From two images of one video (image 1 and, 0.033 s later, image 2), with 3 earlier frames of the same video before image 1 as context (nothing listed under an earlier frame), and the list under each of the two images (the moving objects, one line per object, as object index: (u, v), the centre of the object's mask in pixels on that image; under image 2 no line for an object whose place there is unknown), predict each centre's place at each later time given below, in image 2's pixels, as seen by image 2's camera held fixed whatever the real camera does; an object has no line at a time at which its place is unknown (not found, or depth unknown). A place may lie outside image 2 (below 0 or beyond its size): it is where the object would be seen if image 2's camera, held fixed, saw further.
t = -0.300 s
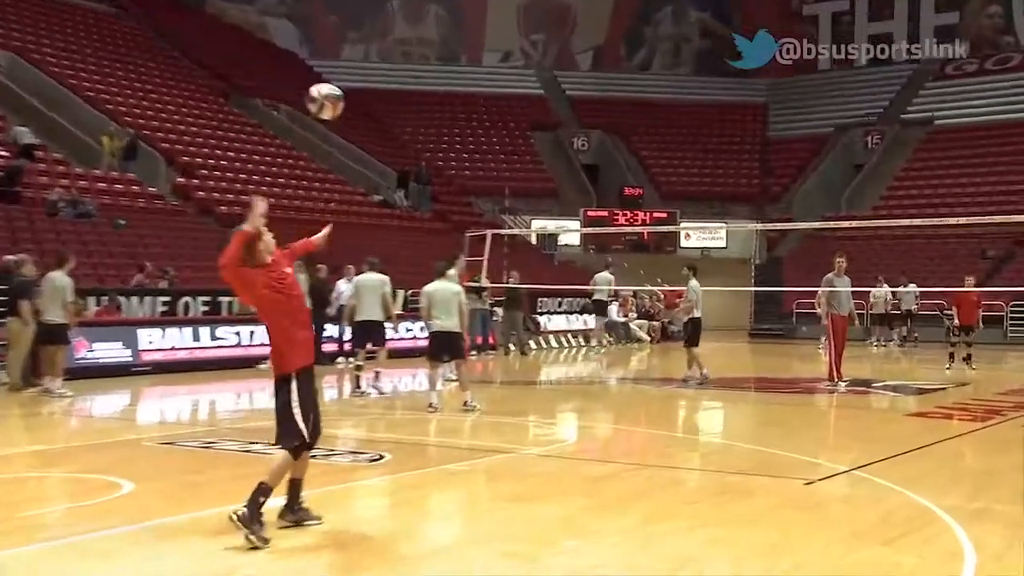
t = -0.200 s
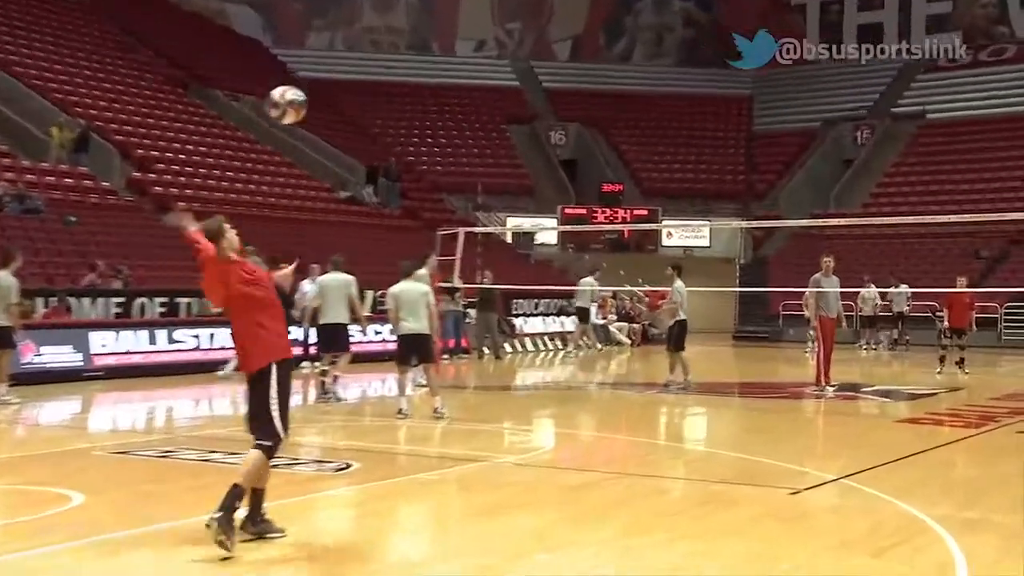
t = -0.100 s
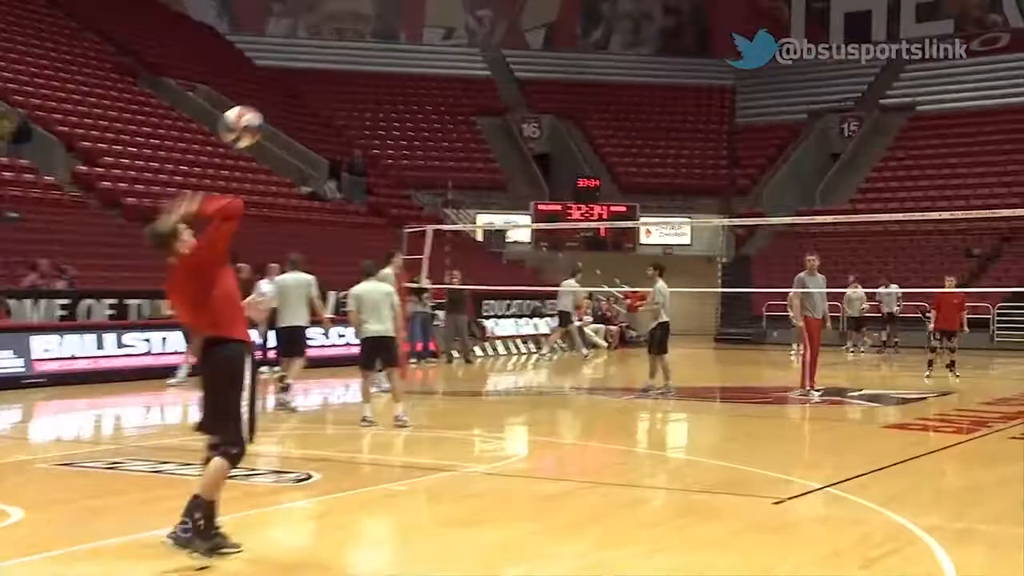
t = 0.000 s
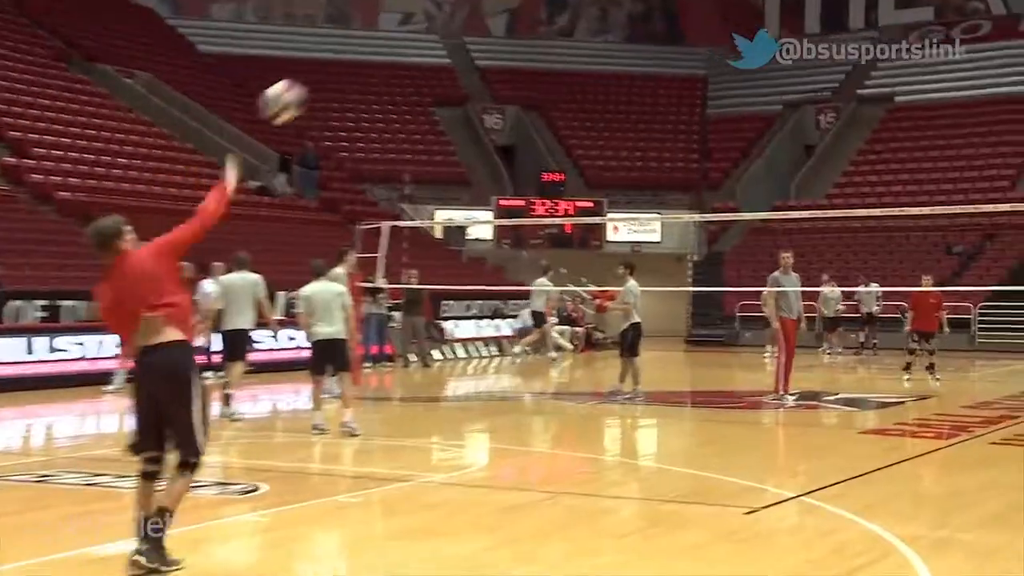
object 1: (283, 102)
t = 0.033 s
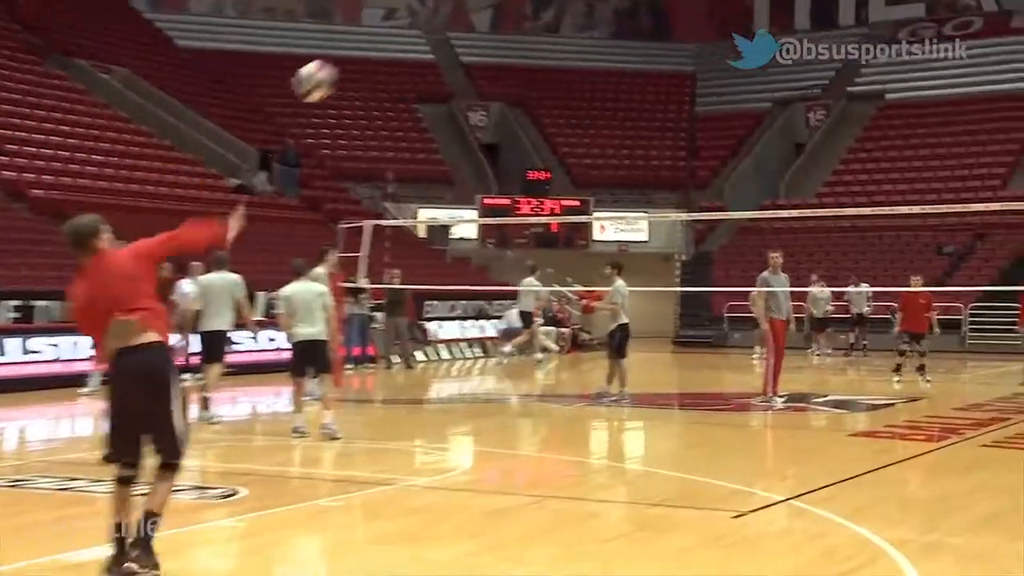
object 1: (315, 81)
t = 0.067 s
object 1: (359, 67)
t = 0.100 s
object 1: (398, 54)
